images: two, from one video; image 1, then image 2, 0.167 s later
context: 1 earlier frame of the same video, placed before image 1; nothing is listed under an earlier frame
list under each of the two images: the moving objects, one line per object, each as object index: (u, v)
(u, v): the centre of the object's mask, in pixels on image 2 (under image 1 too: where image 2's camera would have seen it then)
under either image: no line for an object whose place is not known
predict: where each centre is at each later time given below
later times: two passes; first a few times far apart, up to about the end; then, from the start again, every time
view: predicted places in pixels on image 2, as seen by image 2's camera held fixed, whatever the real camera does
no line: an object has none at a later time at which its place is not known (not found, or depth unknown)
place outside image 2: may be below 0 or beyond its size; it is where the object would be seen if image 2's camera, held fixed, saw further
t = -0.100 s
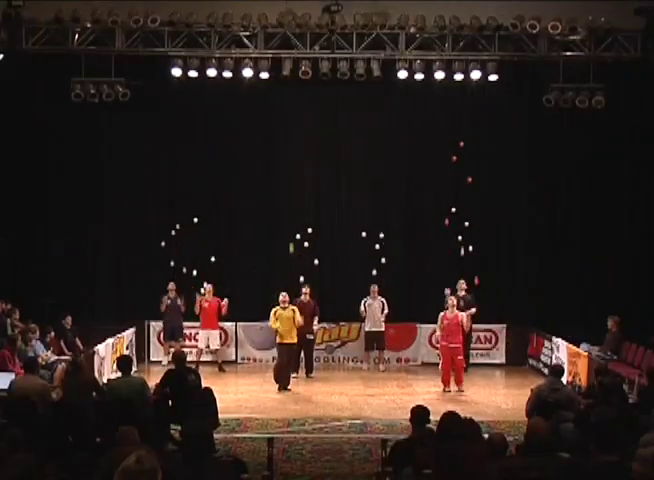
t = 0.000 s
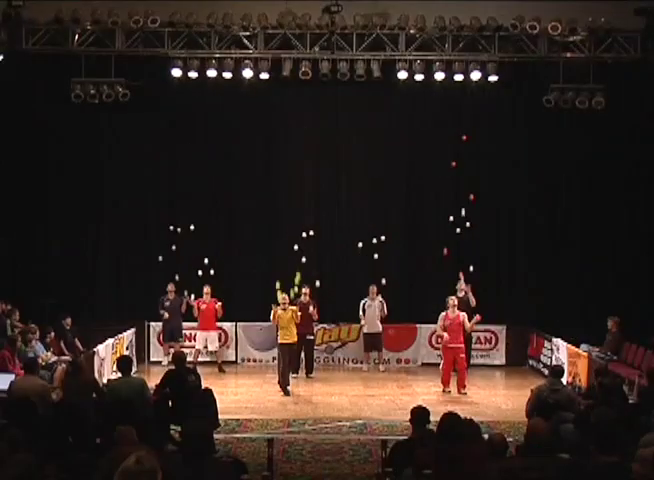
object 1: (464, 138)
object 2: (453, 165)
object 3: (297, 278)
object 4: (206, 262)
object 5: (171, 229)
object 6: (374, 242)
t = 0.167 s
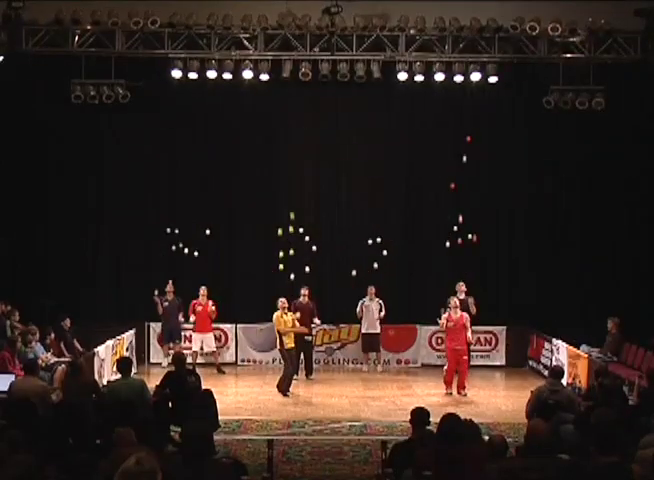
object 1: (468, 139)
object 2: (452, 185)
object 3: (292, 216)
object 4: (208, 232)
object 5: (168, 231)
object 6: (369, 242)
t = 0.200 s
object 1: (469, 140)
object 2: (452, 191)
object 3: (291, 205)
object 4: (208, 228)
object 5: (167, 232)
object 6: (368, 243)
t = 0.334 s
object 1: (472, 154)
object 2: (451, 222)
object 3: (285, 170)
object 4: (209, 215)
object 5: (165, 244)
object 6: (365, 254)
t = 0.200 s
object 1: (469, 140)
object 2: (452, 191)
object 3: (291, 205)
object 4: (208, 228)
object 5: (167, 232)
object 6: (368, 243)
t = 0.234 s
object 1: (470, 143)
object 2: (451, 198)
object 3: (289, 196)
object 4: (209, 224)
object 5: (166, 235)
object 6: (367, 245)
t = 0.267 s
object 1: (471, 146)
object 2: (451, 205)
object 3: (288, 186)
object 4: (209, 220)
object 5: (166, 237)
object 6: (366, 247)
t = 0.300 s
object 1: (471, 150)
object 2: (451, 213)
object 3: (287, 178)
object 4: (209, 217)
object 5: (166, 241)
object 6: (365, 251)
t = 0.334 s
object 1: (472, 154)
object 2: (451, 222)
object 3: (285, 170)
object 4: (209, 215)
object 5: (165, 244)
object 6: (365, 254)
